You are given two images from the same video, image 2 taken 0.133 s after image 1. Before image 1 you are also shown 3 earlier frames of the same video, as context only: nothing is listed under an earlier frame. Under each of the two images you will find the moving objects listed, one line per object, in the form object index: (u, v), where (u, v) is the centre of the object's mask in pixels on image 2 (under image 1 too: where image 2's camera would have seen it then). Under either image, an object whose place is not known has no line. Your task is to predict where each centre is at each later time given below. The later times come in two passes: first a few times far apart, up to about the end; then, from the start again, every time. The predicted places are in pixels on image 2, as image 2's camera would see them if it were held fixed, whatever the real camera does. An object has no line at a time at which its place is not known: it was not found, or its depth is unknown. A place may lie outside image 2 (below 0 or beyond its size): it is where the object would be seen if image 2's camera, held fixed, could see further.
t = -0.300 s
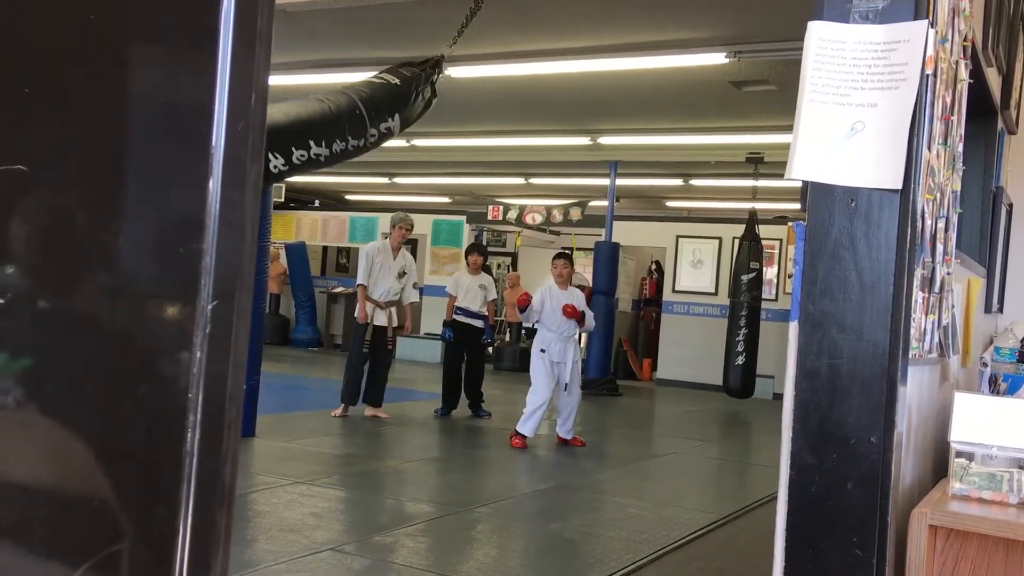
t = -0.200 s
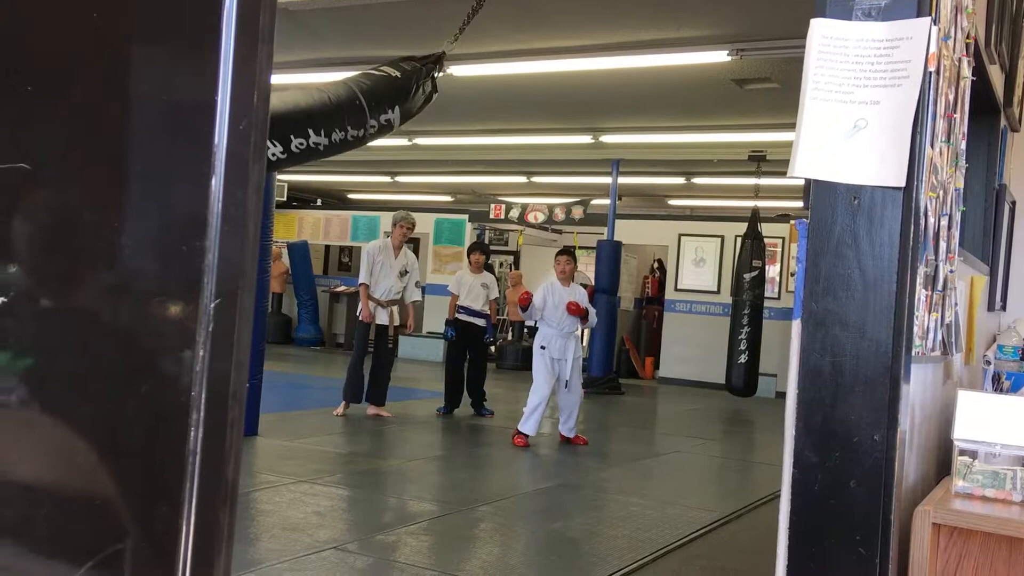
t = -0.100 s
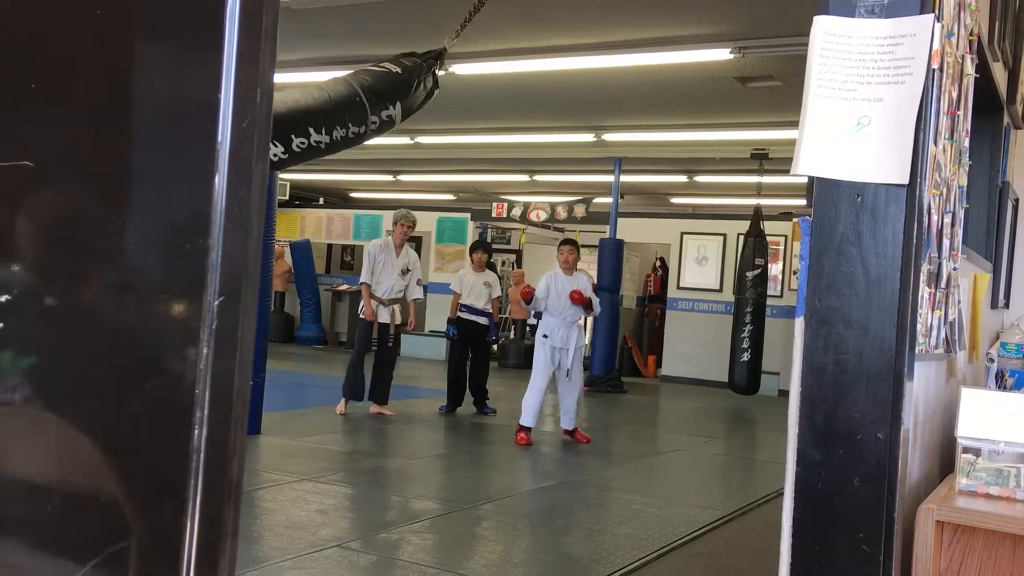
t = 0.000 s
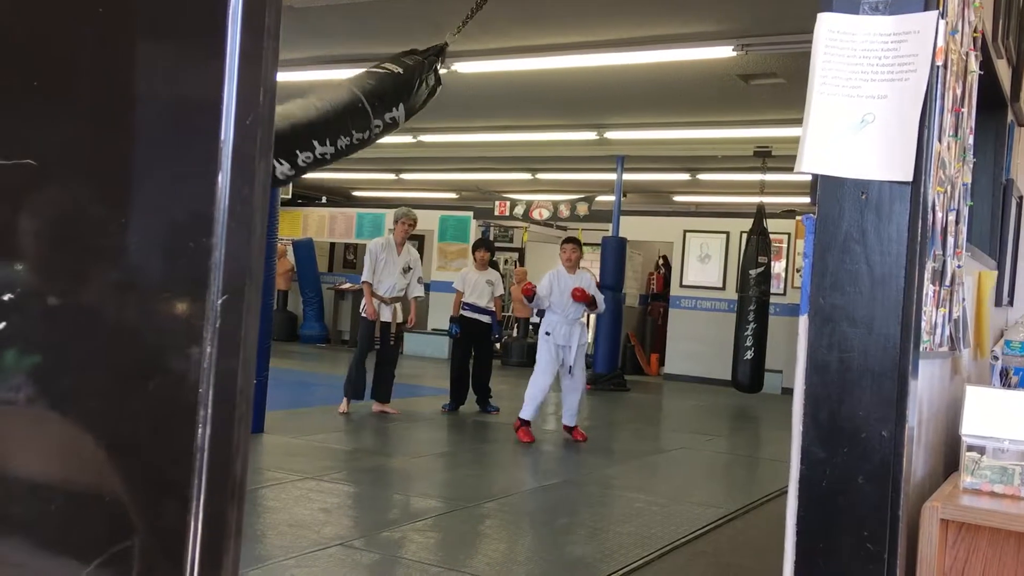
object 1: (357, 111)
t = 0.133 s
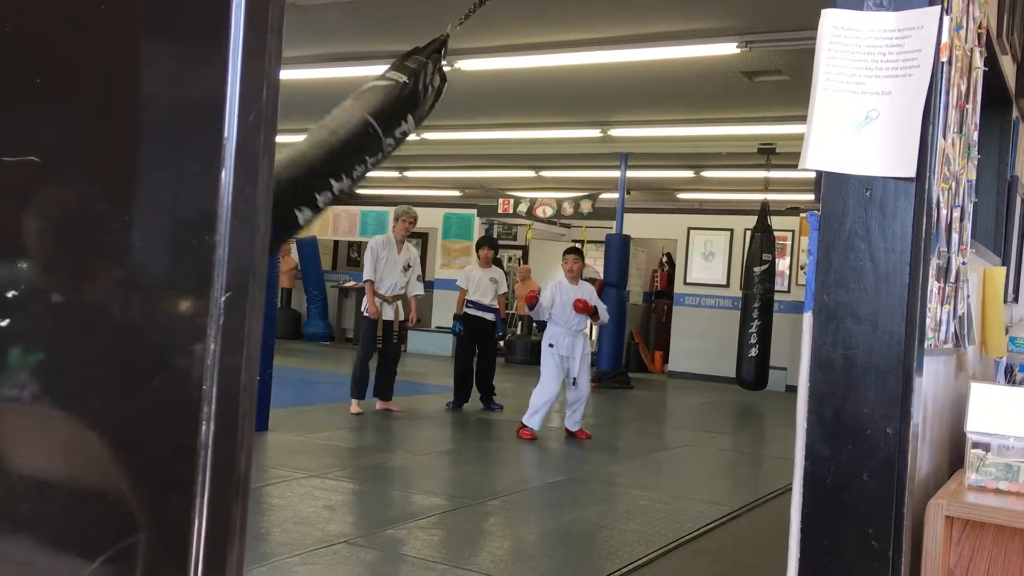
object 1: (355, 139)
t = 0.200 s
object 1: (355, 167)
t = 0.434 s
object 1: (401, 260)
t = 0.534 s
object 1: (434, 277)
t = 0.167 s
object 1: (355, 151)
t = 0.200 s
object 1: (355, 167)
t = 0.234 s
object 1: (356, 184)
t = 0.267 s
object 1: (358, 203)
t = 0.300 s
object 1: (363, 219)
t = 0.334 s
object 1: (368, 235)
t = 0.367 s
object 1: (378, 246)
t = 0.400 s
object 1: (389, 254)
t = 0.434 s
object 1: (401, 260)
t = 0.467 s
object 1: (412, 269)
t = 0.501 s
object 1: (422, 275)
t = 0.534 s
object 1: (434, 277)
